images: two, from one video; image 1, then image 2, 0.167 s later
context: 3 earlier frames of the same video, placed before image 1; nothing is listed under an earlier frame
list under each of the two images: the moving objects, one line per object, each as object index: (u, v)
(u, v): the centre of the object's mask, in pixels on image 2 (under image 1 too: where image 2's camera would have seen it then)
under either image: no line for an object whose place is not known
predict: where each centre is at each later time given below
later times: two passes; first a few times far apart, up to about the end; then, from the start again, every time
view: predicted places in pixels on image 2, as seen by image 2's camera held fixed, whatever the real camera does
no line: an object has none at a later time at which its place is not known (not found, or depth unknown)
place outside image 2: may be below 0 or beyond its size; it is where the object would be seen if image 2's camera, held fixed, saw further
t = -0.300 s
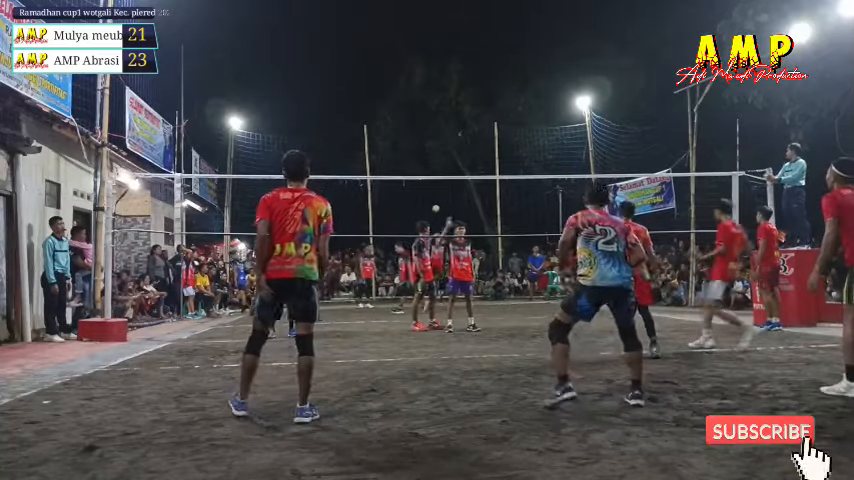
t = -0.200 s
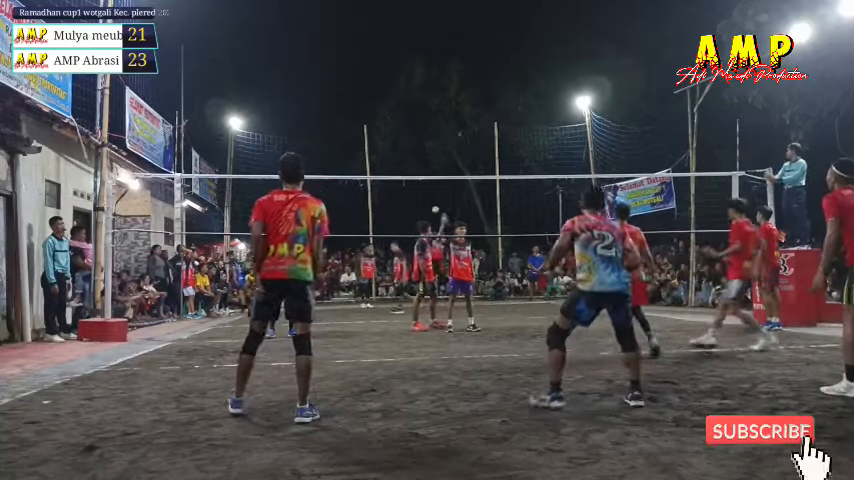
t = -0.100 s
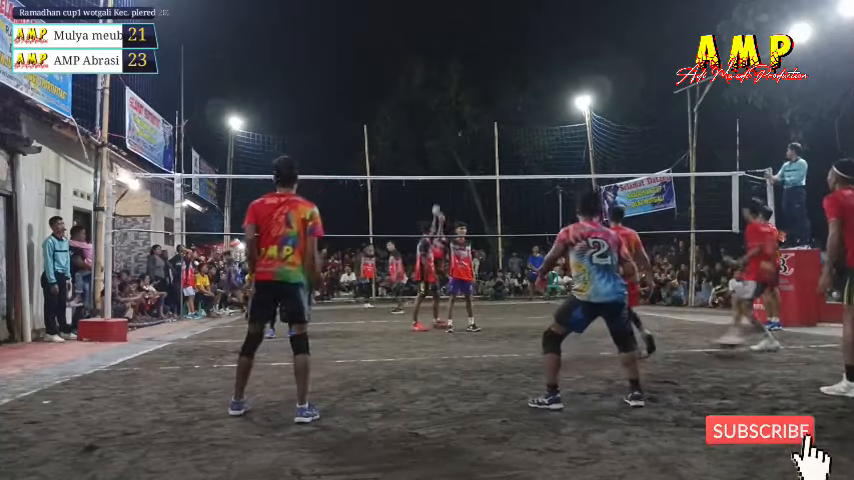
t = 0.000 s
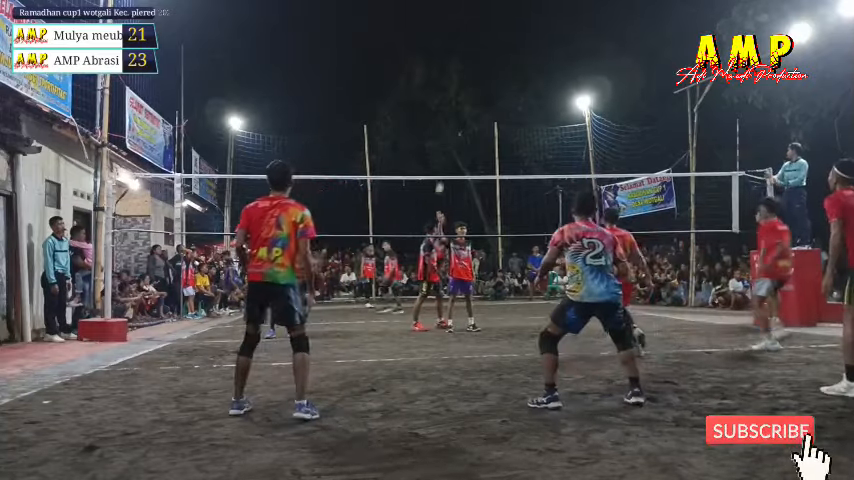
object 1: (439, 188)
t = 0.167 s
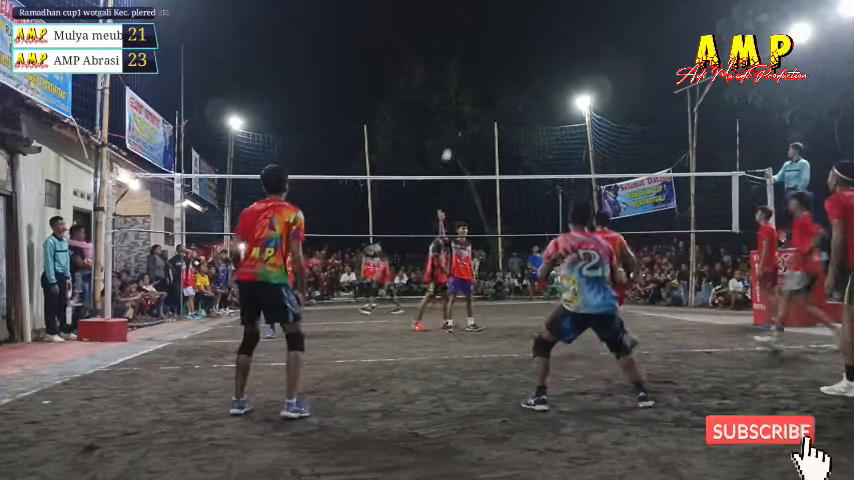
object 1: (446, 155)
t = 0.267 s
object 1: (451, 137)
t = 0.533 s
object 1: (471, 107)
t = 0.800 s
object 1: (501, 118)
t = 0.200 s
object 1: (448, 149)
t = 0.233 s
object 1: (449, 143)
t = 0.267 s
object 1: (451, 137)
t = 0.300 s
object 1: (453, 131)
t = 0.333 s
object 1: (455, 127)
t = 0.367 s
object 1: (457, 122)
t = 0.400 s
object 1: (460, 118)
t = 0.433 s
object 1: (462, 114)
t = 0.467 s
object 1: (465, 111)
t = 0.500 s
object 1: (468, 109)
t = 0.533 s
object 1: (471, 107)
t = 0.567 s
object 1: (474, 106)
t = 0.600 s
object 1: (478, 105)
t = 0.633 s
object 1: (481, 105)
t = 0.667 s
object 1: (485, 106)
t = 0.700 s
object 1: (489, 108)
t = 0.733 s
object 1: (493, 110)
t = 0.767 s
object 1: (497, 113)
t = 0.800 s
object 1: (501, 118)
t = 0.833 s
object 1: (506, 124)
